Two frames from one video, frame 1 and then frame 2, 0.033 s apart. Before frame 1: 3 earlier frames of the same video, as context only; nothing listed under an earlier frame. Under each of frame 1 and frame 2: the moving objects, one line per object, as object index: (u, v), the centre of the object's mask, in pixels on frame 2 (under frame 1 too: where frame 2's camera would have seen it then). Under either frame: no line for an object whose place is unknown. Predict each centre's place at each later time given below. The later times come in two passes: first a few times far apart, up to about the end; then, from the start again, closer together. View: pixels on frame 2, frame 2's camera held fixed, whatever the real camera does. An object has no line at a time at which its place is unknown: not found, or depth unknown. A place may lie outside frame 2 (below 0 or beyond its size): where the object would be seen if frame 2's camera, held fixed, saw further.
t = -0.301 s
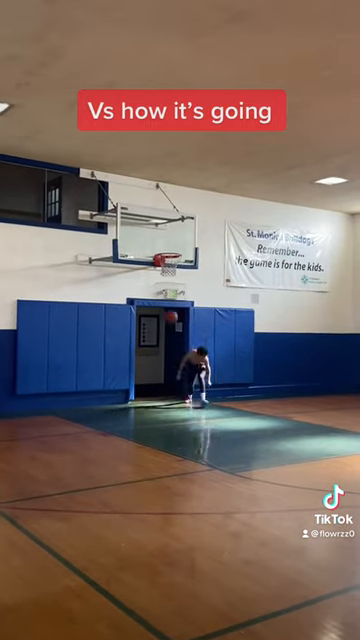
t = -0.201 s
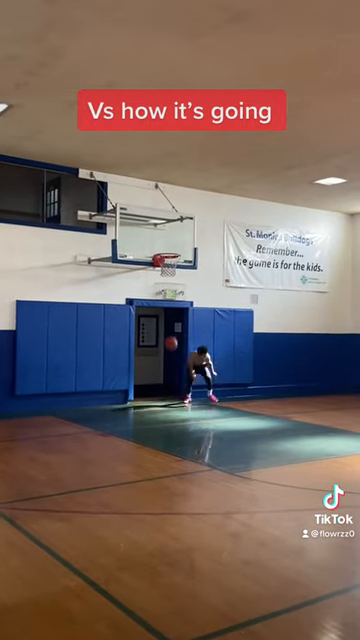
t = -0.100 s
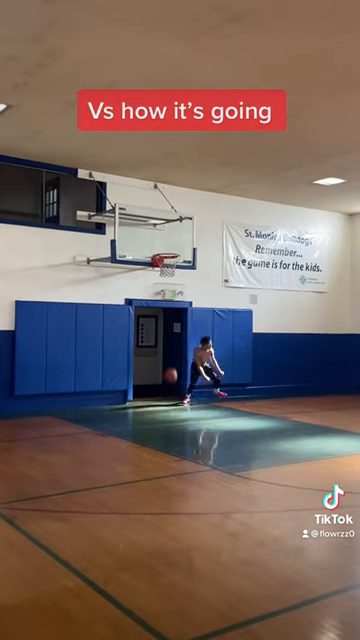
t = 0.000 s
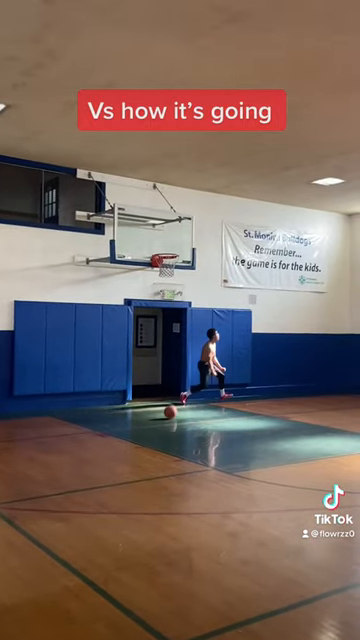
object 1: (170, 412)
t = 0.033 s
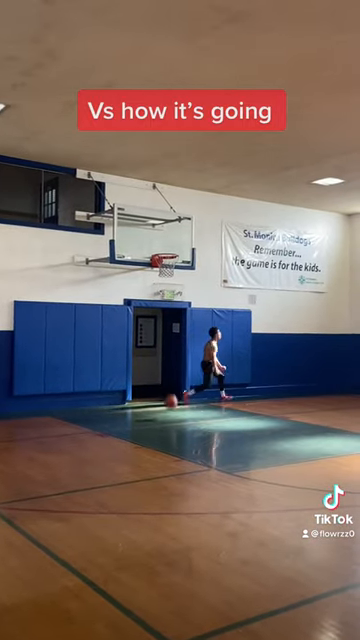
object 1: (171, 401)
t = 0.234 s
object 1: (174, 348)
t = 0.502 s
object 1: (179, 310)
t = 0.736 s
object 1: (182, 307)
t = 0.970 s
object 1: (185, 335)
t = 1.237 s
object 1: (189, 408)
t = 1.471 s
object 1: (193, 375)
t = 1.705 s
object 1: (195, 343)
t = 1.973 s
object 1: (197, 346)
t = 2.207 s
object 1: (199, 386)
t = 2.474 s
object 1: (204, 405)
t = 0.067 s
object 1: (171, 392)
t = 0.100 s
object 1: (171, 382)
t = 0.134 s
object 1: (172, 372)
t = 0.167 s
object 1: (173, 364)
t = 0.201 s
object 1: (173, 356)
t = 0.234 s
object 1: (174, 348)
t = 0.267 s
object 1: (175, 342)
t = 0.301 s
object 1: (175, 335)
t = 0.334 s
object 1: (176, 329)
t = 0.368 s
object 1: (176, 325)
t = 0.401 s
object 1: (177, 320)
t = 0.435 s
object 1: (178, 316)
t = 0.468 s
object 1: (178, 313)
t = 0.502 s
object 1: (179, 310)
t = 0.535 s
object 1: (179, 308)
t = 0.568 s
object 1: (180, 307)
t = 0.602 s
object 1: (180, 305)
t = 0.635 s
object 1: (181, 305)
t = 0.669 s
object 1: (181, 305)
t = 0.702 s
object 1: (182, 305)
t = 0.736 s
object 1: (182, 307)
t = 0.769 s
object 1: (183, 309)
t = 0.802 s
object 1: (183, 312)
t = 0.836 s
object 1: (184, 314)
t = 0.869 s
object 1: (184, 318)
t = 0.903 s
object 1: (184, 324)
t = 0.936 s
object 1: (185, 329)
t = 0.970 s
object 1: (185, 335)
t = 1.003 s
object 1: (186, 342)
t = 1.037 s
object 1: (186, 348)
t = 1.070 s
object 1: (187, 357)
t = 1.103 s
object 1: (187, 366)
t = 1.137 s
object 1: (188, 376)
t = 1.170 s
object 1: (188, 386)
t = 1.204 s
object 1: (188, 396)
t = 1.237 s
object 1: (189, 408)
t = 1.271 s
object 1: (188, 420)
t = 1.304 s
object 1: (189, 419)
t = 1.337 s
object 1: (190, 408)
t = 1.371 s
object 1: (191, 398)
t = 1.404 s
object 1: (192, 391)
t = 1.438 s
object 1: (192, 382)
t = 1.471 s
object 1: (193, 375)
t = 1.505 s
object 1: (193, 368)
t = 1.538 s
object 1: (193, 363)
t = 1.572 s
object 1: (194, 358)
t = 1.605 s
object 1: (194, 353)
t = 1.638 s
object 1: (195, 348)
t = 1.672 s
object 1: (194, 346)
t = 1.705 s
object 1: (195, 343)
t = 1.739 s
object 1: (196, 341)
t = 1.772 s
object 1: (196, 340)
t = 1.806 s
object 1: (196, 339)
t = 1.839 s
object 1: (196, 339)
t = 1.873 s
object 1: (196, 340)
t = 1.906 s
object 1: (196, 341)
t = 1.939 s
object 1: (197, 343)
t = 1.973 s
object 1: (197, 346)
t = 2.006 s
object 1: (198, 350)
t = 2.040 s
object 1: (198, 354)
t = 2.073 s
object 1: (198, 359)
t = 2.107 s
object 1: (199, 365)
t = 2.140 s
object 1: (199, 372)
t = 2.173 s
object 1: (199, 379)
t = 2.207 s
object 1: (199, 386)
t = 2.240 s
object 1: (200, 396)
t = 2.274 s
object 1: (200, 405)
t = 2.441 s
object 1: (203, 414)
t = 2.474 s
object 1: (204, 405)
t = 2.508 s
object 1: (205, 398)
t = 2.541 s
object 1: (205, 392)
